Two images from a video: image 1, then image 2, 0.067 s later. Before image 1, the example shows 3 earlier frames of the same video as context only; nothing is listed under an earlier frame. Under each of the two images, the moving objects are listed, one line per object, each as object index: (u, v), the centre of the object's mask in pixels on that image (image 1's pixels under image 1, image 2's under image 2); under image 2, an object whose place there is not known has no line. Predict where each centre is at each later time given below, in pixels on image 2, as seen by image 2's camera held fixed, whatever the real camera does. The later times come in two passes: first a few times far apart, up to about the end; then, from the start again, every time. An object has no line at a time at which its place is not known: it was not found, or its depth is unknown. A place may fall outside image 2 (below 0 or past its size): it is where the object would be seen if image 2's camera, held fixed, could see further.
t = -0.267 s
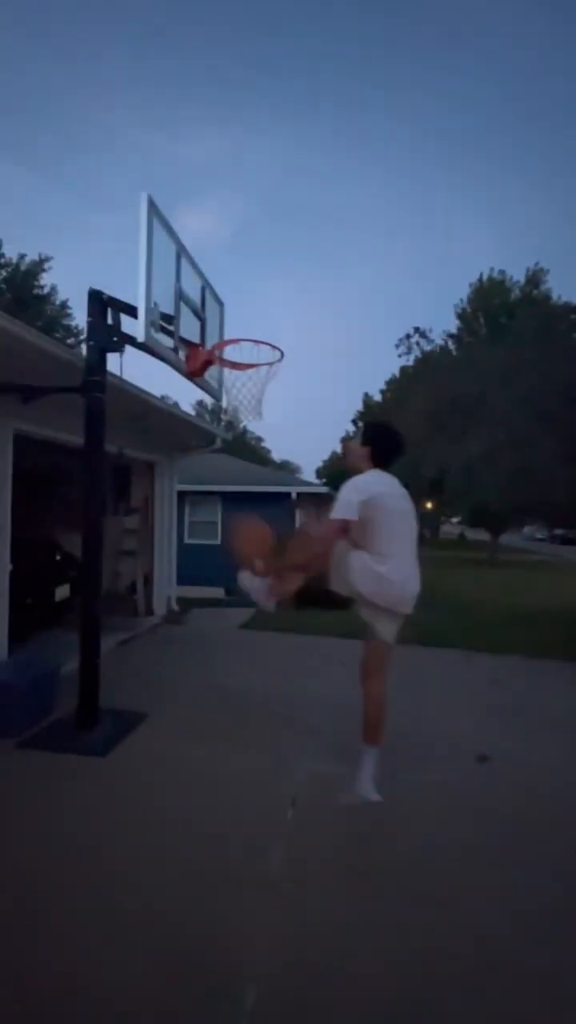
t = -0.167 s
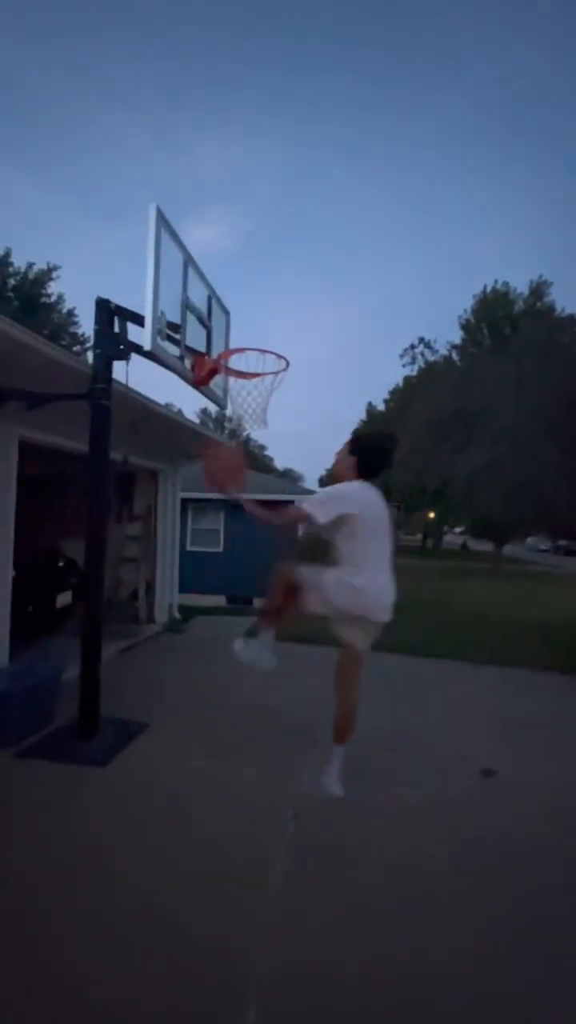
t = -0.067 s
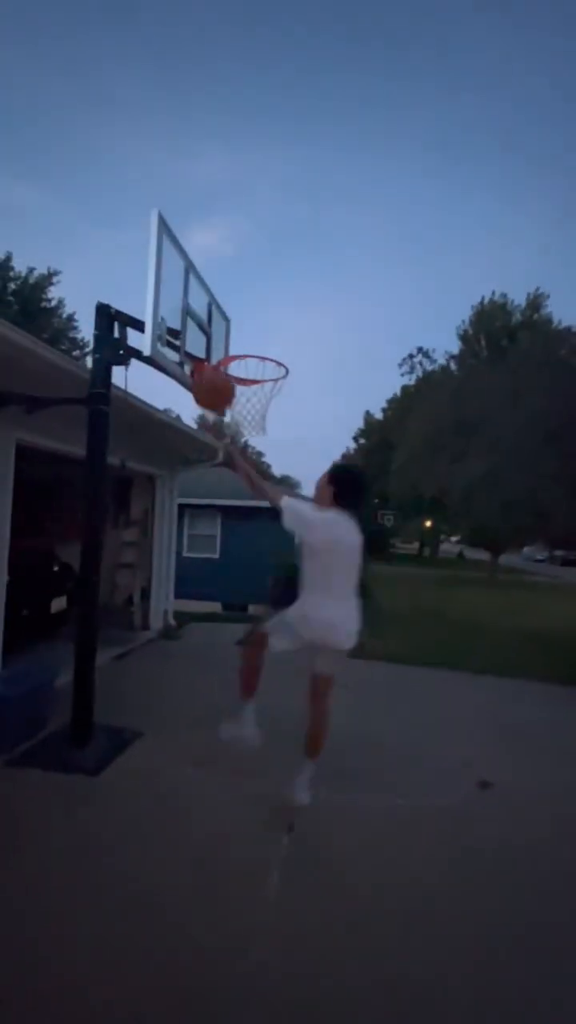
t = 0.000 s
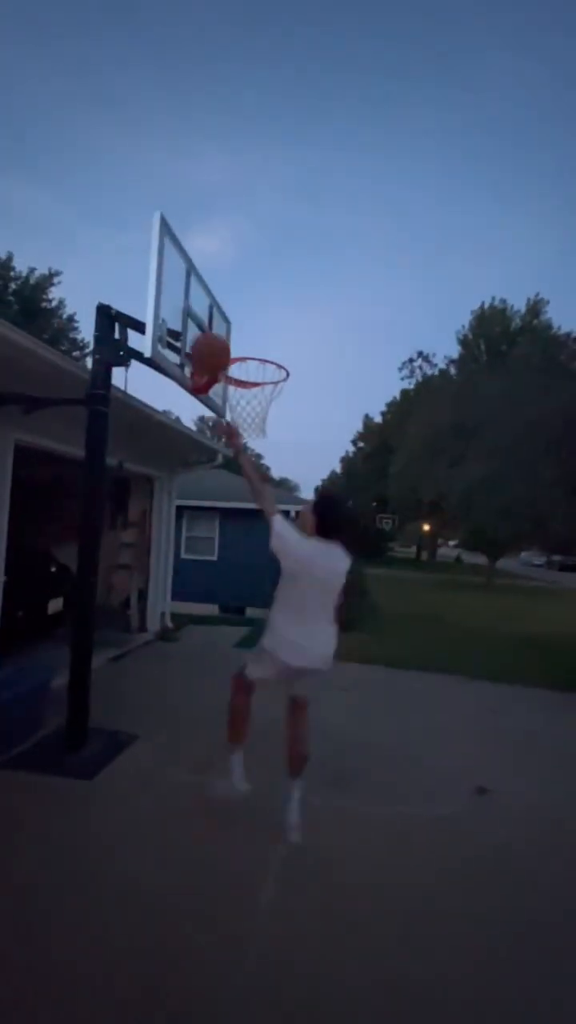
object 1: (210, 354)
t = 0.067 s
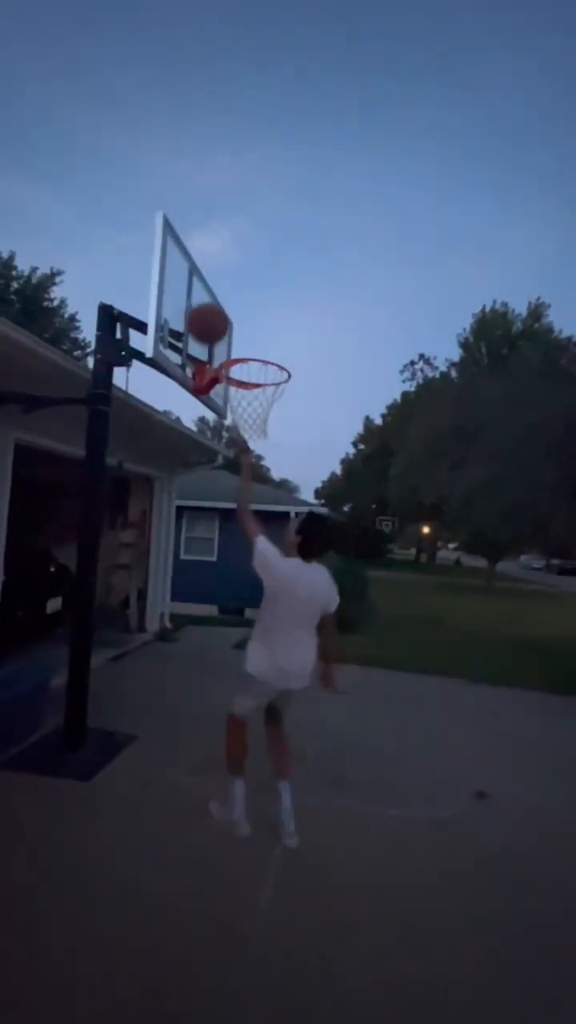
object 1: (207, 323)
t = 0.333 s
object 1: (229, 291)
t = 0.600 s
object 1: (262, 367)
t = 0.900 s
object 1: (264, 484)
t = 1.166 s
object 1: (246, 669)
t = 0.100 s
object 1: (205, 312)
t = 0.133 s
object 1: (204, 302)
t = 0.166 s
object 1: (203, 295)
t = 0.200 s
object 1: (209, 290)
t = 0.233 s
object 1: (214, 288)
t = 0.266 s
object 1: (220, 287)
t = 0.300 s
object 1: (225, 288)
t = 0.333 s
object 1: (229, 291)
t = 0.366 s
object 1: (234, 295)
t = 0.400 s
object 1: (238, 301)
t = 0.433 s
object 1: (243, 308)
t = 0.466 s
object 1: (247, 317)
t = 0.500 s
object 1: (251, 327)
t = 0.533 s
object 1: (254, 339)
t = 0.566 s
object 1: (258, 352)
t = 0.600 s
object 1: (262, 367)
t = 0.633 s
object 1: (265, 383)
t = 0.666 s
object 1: (268, 400)
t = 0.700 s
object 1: (268, 411)
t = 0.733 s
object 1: (268, 419)
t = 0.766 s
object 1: (266, 430)
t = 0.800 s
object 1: (265, 440)
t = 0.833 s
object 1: (263, 454)
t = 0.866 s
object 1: (260, 468)
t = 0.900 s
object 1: (264, 484)
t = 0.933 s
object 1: (265, 500)
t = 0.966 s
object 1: (262, 520)
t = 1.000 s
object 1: (261, 540)
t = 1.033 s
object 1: (259, 562)
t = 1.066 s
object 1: (258, 586)
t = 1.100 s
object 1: (256, 611)
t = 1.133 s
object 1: (251, 638)
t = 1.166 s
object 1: (246, 669)
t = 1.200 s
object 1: (245, 701)
